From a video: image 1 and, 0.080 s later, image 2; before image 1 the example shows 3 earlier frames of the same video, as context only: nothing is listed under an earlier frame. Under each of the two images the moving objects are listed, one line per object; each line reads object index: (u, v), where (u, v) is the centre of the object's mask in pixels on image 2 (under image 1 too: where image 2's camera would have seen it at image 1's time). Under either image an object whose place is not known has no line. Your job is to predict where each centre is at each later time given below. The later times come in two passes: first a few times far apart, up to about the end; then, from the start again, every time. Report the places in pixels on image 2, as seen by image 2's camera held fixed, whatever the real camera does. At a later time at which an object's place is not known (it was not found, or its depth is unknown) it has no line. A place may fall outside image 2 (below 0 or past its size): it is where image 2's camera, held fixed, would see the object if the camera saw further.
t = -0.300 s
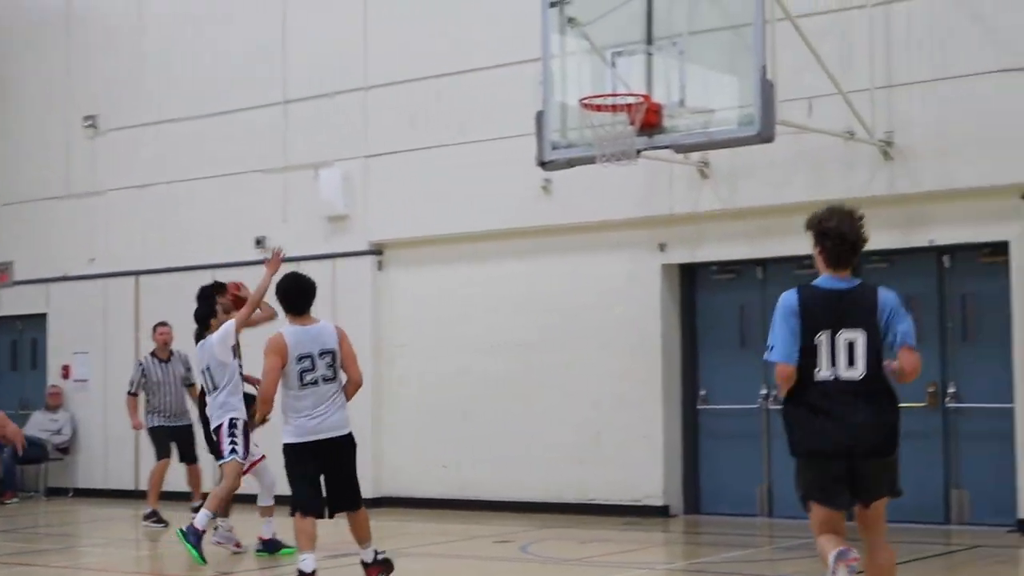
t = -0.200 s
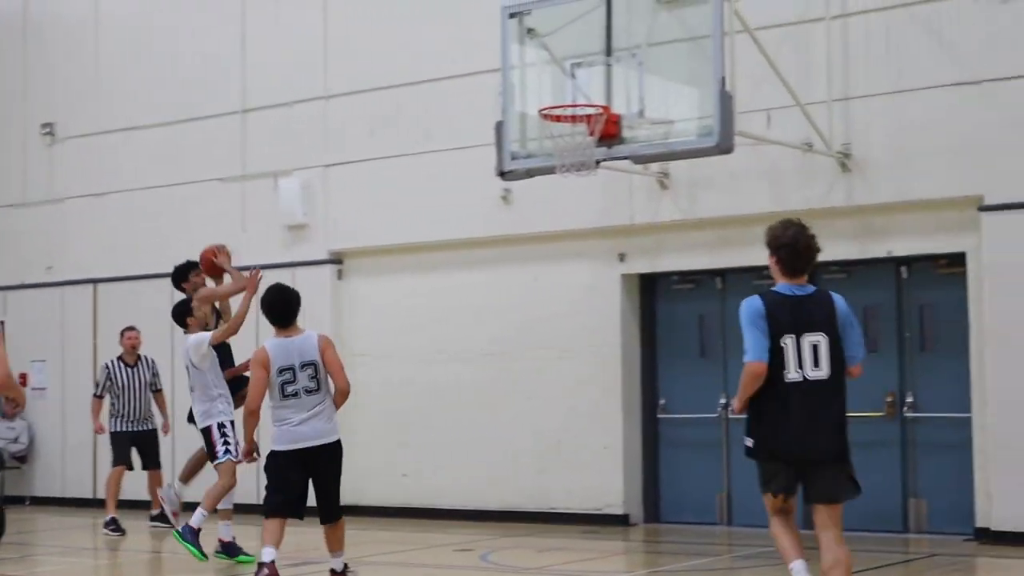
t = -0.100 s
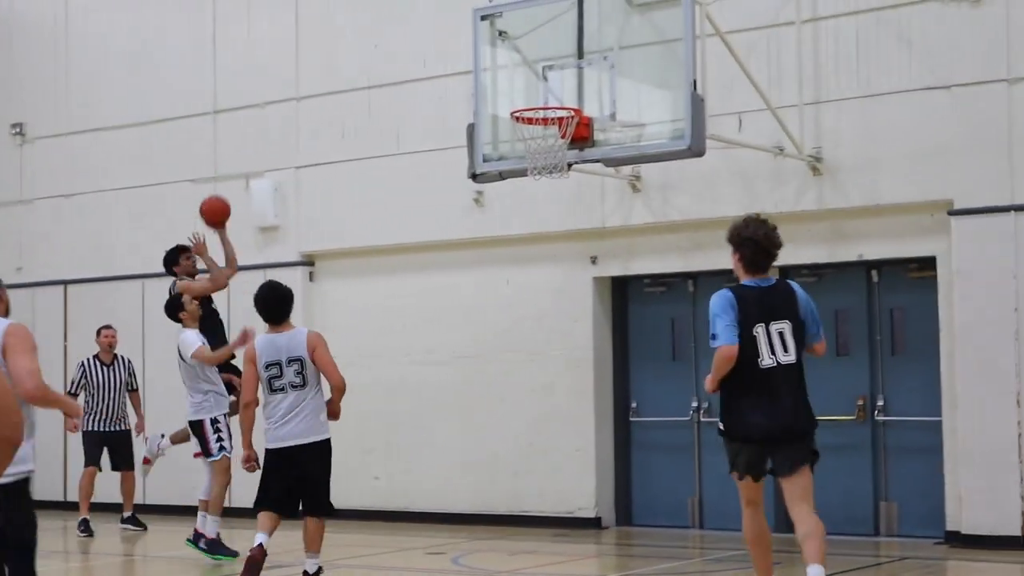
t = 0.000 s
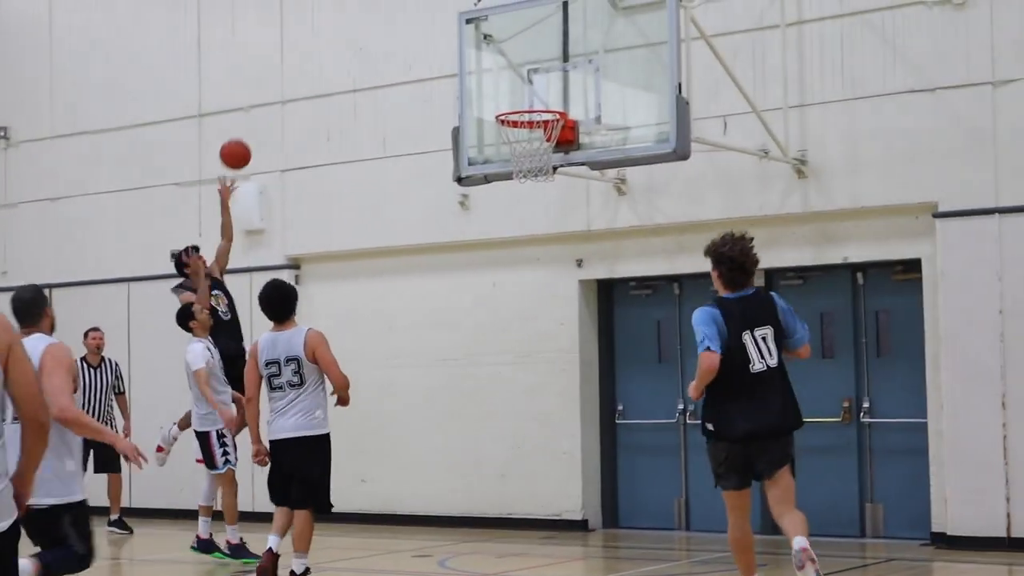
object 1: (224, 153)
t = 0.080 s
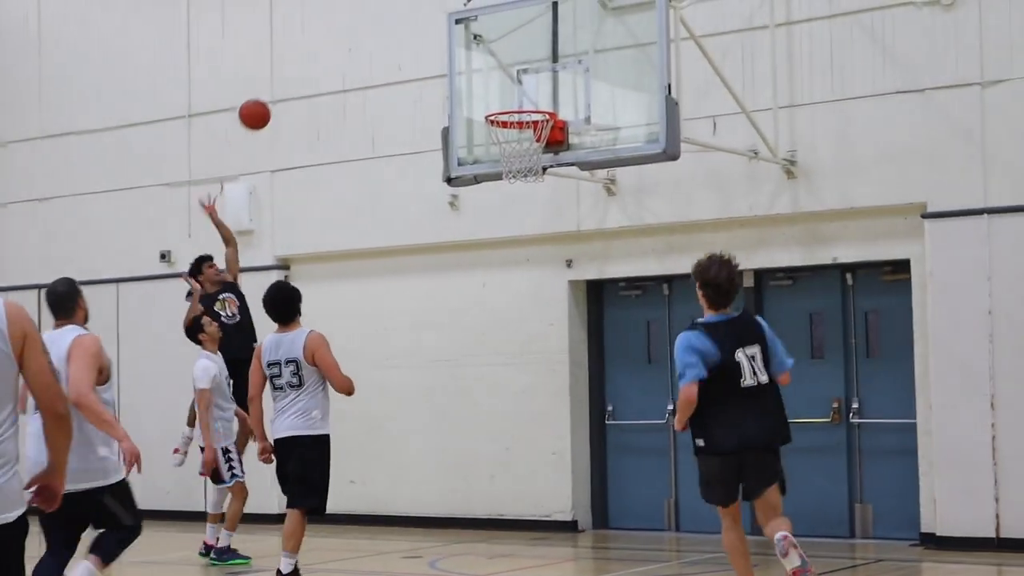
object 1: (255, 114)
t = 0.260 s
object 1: (324, 52)
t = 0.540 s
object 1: (438, 38)
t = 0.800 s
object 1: (540, 88)
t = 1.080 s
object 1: (596, 28)
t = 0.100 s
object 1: (262, 105)
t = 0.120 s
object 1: (270, 97)
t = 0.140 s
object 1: (277, 89)
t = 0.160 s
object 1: (285, 81)
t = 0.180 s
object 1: (293, 74)
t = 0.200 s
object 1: (300, 68)
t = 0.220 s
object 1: (308, 62)
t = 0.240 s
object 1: (316, 57)
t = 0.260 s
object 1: (324, 52)
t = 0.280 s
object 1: (332, 48)
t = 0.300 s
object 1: (340, 43)
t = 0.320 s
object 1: (348, 40)
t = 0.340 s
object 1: (356, 37)
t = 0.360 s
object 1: (364, 35)
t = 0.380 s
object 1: (372, 33)
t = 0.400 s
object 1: (380, 32)
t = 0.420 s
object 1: (388, 31)
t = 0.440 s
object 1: (396, 31)
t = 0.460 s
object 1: (404, 32)
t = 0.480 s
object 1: (413, 32)
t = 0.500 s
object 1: (421, 34)
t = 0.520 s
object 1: (430, 36)
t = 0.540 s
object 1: (438, 38)
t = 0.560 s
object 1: (447, 41)
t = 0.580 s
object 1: (455, 45)
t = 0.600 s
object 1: (464, 49)
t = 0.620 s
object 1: (472, 54)
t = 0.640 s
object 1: (480, 60)
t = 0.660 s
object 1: (489, 66)
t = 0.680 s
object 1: (498, 72)
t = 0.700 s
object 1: (506, 79)
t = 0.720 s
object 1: (515, 87)
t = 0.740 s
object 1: (524, 94)
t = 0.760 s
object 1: (531, 100)
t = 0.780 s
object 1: (536, 95)
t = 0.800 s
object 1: (540, 88)
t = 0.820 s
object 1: (544, 80)
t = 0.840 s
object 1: (547, 73)
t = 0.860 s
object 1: (551, 66)
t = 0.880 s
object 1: (555, 60)
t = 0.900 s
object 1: (559, 54)
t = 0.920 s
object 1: (563, 49)
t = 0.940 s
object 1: (566, 45)
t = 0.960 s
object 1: (570, 41)
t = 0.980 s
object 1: (574, 37)
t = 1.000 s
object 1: (579, 34)
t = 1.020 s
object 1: (583, 32)
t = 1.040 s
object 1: (587, 30)
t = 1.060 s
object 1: (591, 29)
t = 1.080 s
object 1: (596, 28)
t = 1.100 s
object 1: (600, 28)
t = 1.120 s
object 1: (604, 28)
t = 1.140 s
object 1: (608, 29)
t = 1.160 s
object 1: (612, 30)
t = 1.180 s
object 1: (617, 33)
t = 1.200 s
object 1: (621, 35)
